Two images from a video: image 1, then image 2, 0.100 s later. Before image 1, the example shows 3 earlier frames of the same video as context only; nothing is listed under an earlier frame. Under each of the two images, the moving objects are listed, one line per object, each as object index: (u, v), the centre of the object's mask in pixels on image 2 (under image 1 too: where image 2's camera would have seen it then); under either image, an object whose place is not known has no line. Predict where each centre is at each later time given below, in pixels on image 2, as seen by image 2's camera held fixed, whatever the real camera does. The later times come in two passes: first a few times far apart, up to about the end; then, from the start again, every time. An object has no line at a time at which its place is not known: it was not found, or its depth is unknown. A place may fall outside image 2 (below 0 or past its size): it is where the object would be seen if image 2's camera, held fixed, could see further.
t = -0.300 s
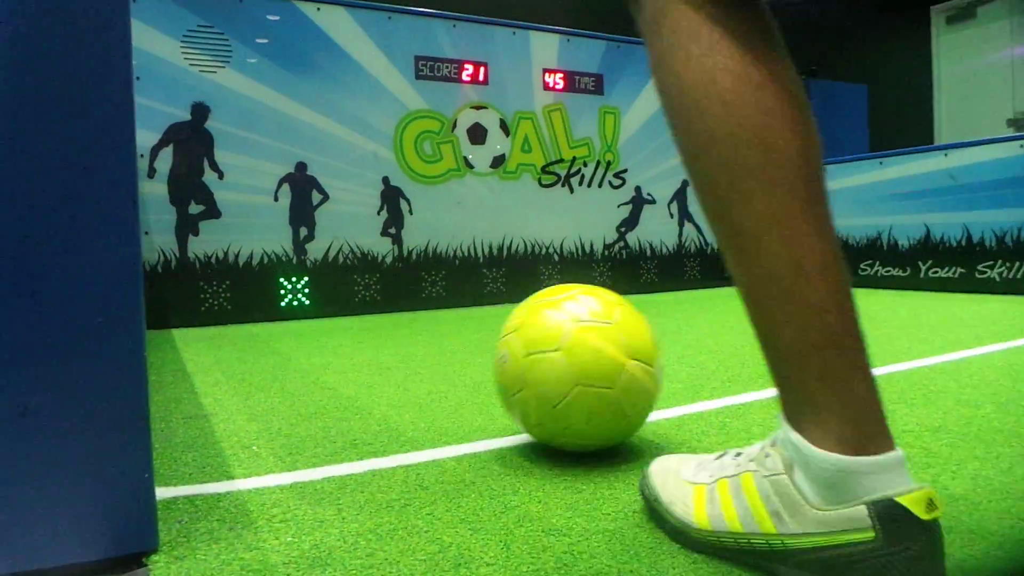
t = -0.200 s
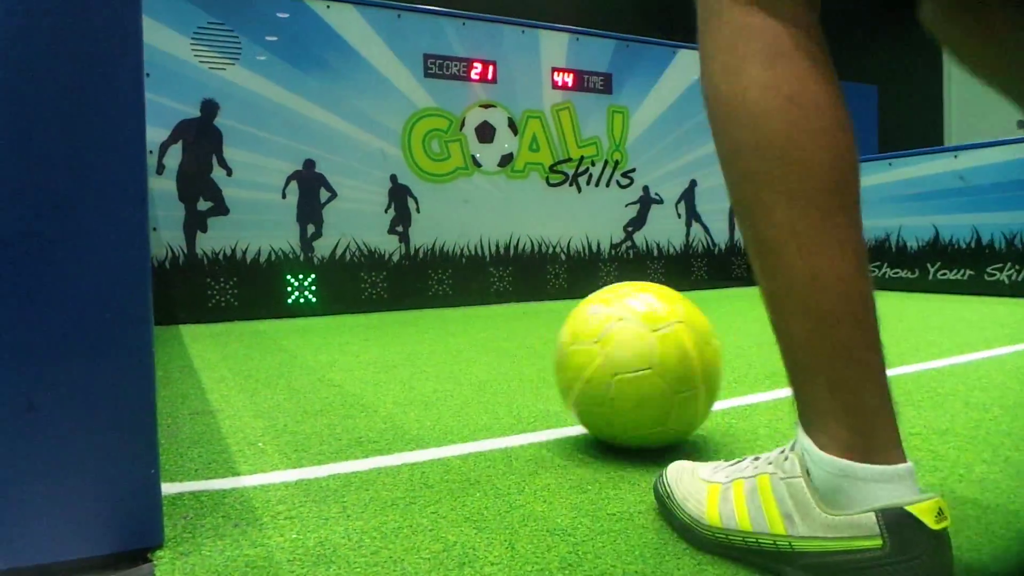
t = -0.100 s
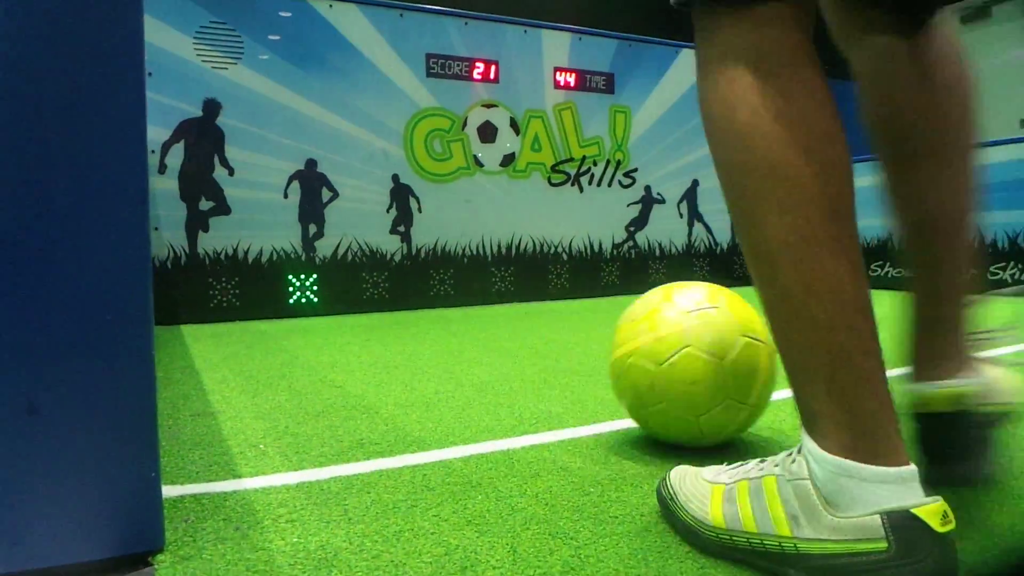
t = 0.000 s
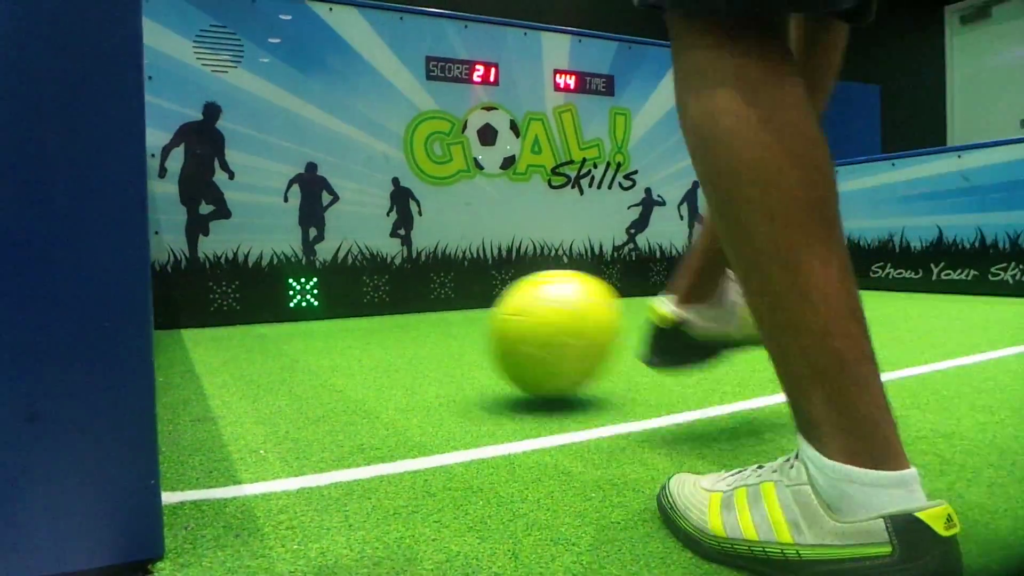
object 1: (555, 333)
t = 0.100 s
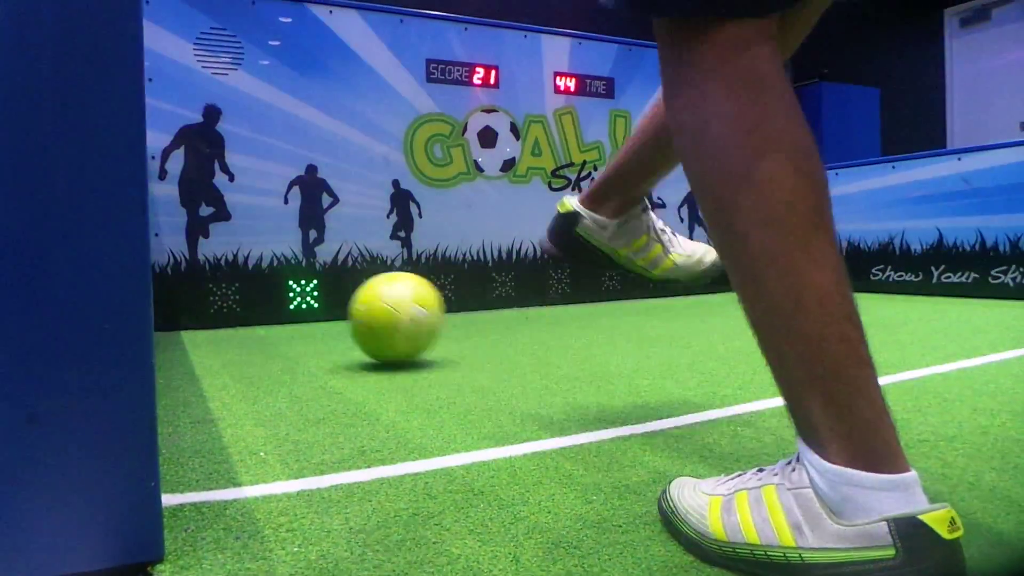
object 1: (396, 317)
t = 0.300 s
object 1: (265, 298)
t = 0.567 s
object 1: (261, 312)
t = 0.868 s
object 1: (254, 345)
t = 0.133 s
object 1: (364, 312)
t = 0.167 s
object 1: (337, 311)
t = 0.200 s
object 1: (315, 305)
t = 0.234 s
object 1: (296, 302)
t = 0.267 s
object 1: (278, 301)
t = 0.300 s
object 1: (265, 298)
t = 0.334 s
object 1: (260, 294)
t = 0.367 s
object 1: (260, 290)
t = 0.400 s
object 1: (260, 290)
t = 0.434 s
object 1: (260, 293)
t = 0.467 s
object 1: (261, 301)
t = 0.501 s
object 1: (262, 313)
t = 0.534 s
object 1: (262, 313)
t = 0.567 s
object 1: (261, 312)
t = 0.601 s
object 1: (261, 314)
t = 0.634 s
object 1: (261, 321)
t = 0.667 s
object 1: (260, 330)
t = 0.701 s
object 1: (259, 326)
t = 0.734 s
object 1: (258, 327)
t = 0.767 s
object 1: (258, 333)
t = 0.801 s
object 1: (257, 343)
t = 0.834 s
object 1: (255, 342)
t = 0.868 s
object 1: (254, 345)
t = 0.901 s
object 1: (253, 354)
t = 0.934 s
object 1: (251, 357)
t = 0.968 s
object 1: (250, 362)
